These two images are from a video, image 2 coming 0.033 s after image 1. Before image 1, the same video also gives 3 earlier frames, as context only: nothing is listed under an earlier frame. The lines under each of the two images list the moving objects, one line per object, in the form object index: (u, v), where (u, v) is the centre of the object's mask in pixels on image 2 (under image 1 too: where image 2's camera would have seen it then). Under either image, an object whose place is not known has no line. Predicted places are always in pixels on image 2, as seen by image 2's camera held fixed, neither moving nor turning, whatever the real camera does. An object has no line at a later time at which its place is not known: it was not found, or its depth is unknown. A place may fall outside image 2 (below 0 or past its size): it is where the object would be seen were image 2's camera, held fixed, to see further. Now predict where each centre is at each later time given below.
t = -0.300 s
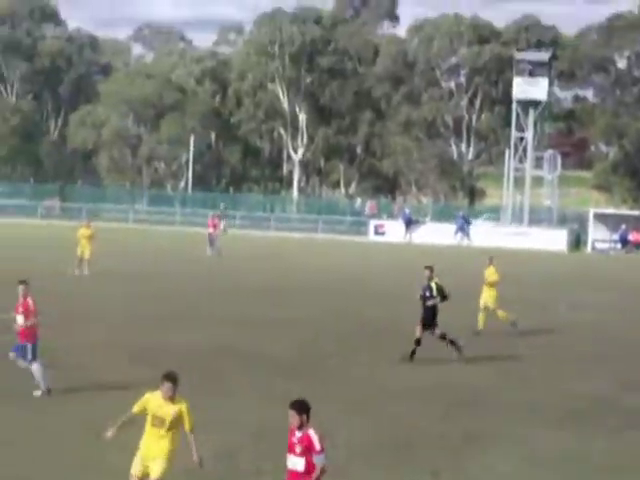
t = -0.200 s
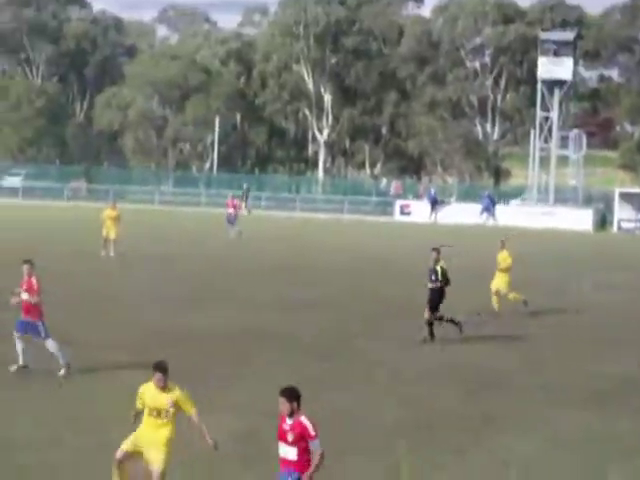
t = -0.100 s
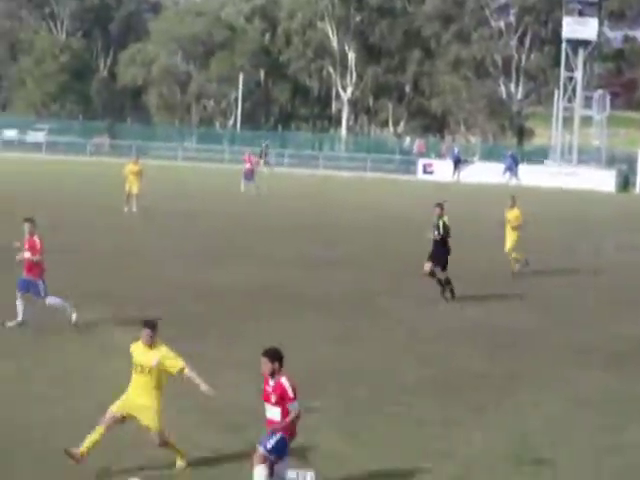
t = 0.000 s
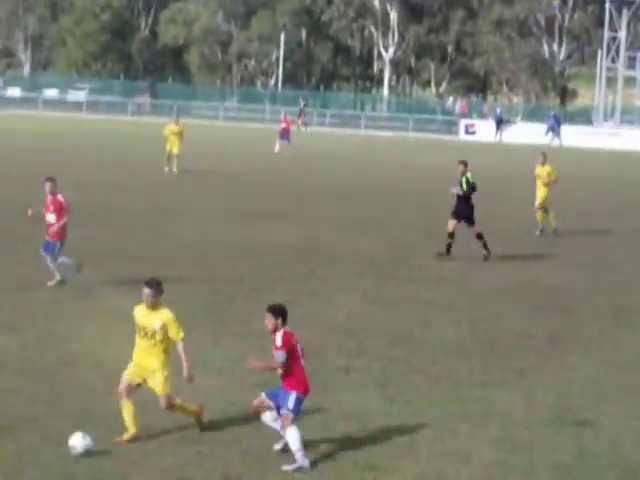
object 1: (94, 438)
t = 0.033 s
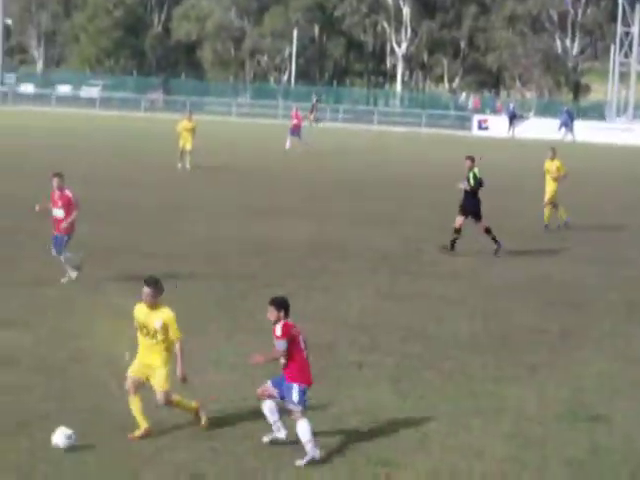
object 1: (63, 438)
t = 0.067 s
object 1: (34, 437)
